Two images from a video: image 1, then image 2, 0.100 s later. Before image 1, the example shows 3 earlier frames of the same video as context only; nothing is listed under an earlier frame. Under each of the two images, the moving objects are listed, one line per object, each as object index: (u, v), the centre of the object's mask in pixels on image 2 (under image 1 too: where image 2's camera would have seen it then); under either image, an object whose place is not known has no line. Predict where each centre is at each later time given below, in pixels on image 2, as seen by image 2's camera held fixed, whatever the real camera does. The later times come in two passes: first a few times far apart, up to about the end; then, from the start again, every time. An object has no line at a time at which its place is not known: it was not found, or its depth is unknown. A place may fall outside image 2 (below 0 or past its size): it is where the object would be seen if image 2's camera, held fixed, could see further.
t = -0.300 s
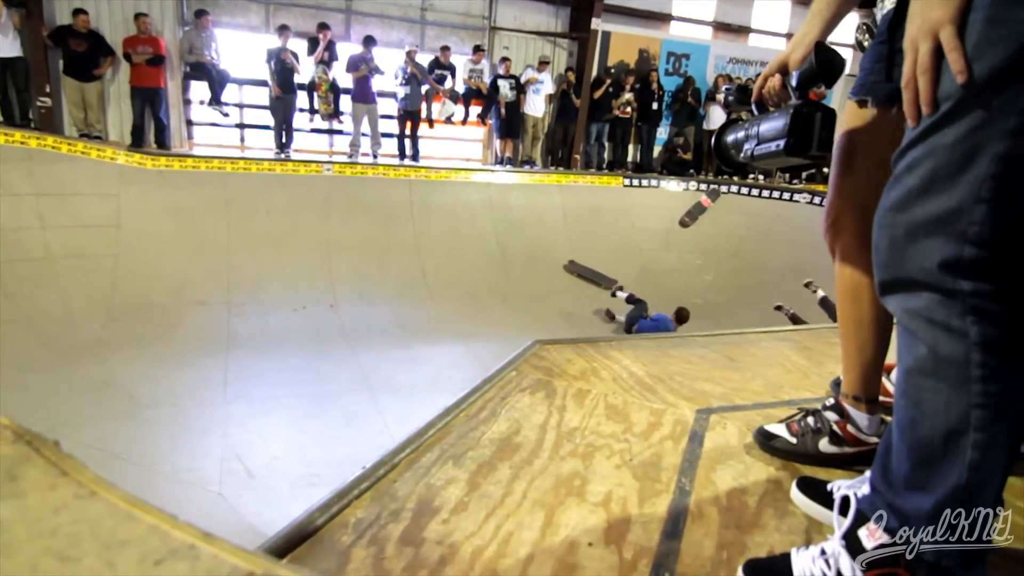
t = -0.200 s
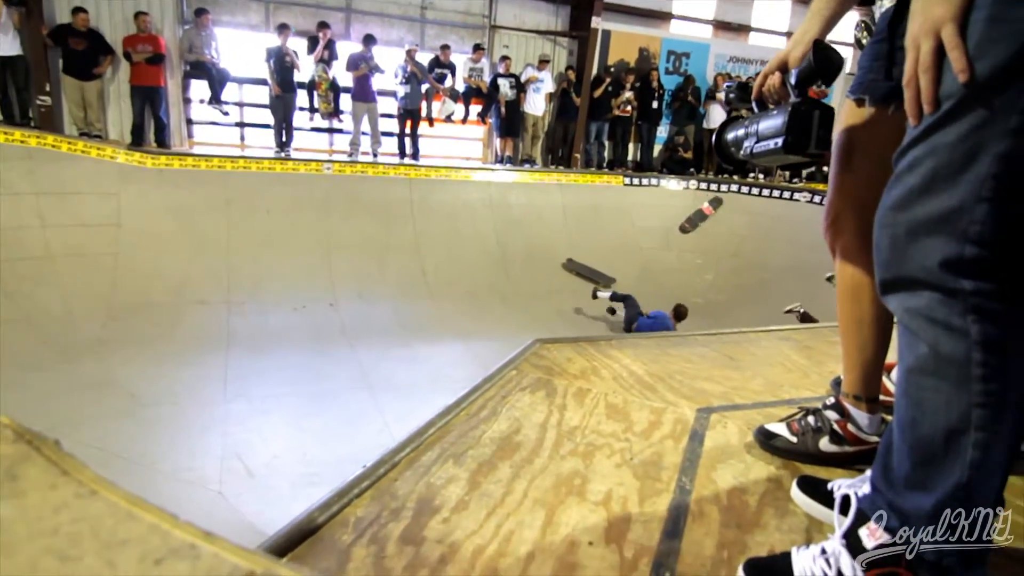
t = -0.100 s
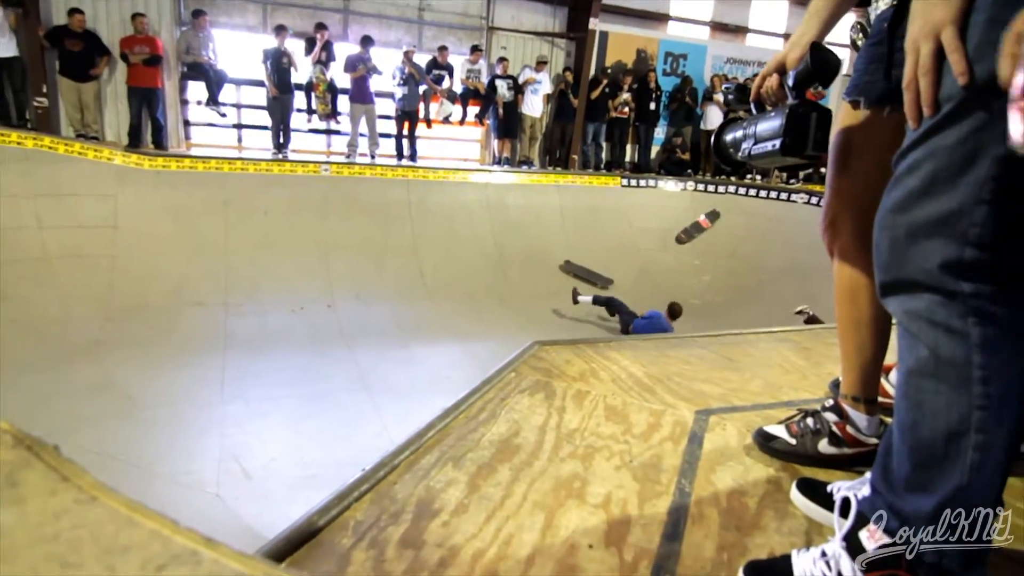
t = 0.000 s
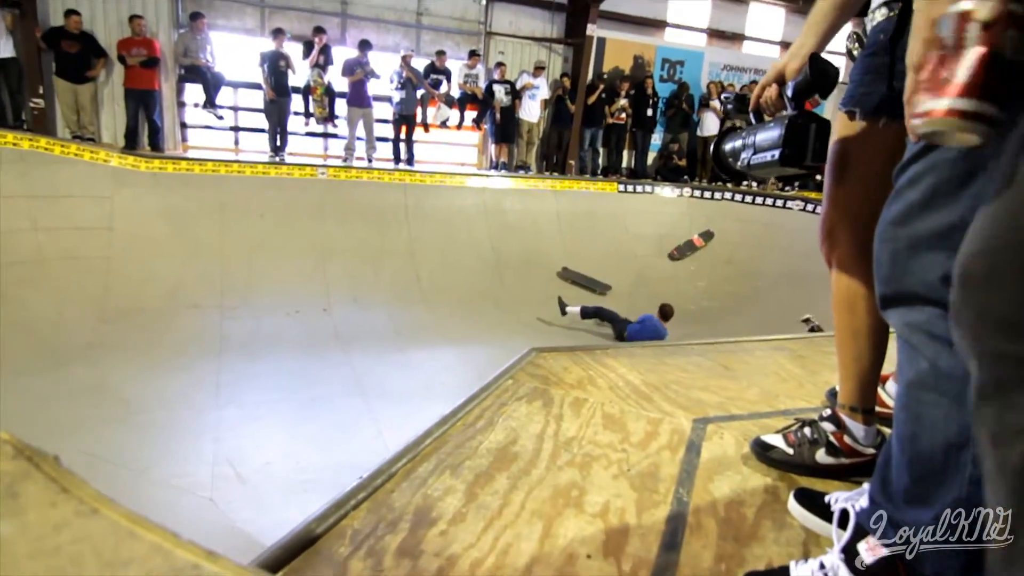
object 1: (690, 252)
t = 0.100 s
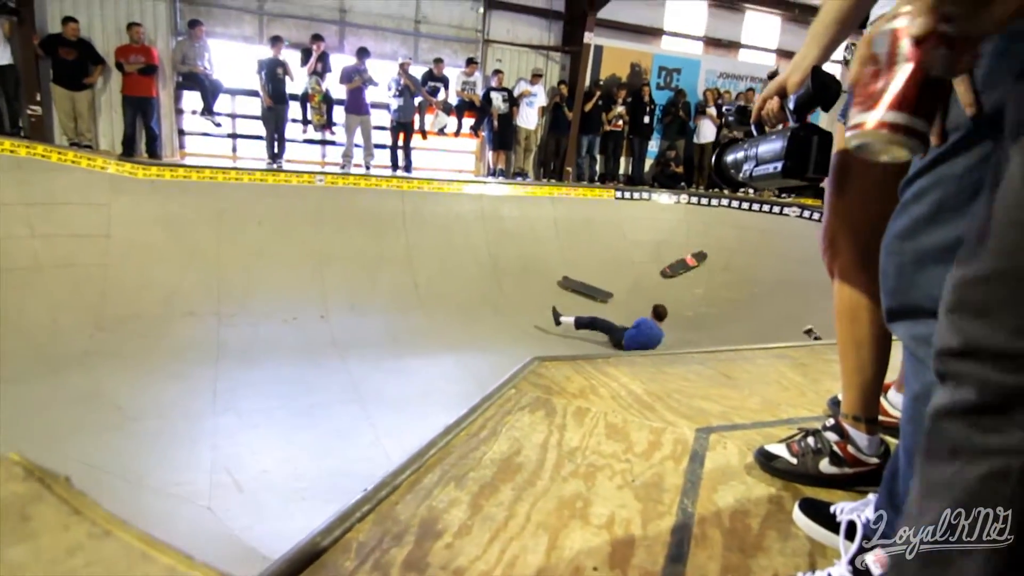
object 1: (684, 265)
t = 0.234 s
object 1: (673, 280)
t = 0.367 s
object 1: (662, 291)
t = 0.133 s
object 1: (681, 269)
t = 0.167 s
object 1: (678, 273)
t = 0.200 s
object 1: (676, 276)
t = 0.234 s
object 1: (673, 280)
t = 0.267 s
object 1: (670, 283)
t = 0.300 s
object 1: (667, 285)
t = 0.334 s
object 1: (665, 288)
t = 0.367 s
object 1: (662, 291)
